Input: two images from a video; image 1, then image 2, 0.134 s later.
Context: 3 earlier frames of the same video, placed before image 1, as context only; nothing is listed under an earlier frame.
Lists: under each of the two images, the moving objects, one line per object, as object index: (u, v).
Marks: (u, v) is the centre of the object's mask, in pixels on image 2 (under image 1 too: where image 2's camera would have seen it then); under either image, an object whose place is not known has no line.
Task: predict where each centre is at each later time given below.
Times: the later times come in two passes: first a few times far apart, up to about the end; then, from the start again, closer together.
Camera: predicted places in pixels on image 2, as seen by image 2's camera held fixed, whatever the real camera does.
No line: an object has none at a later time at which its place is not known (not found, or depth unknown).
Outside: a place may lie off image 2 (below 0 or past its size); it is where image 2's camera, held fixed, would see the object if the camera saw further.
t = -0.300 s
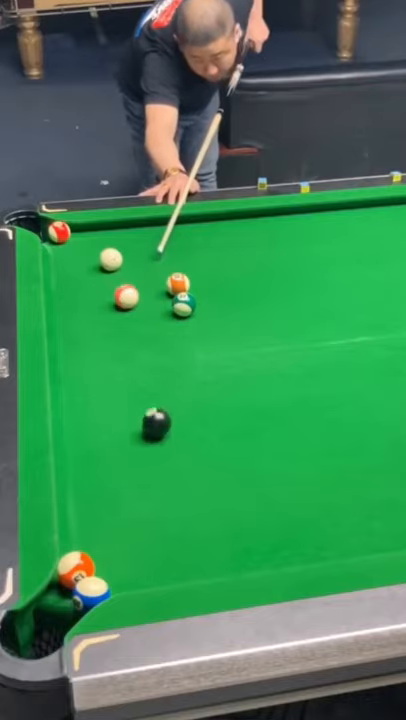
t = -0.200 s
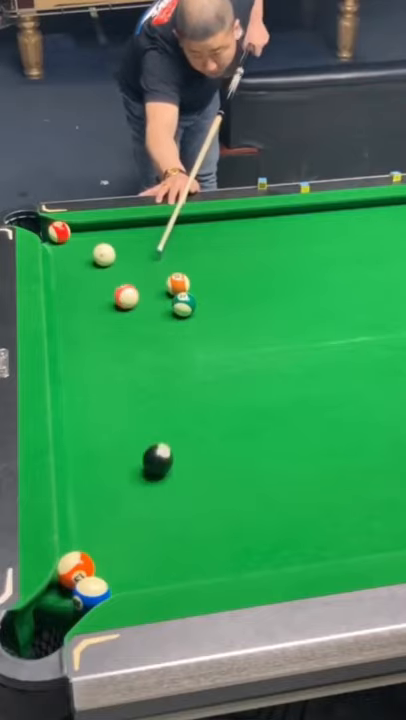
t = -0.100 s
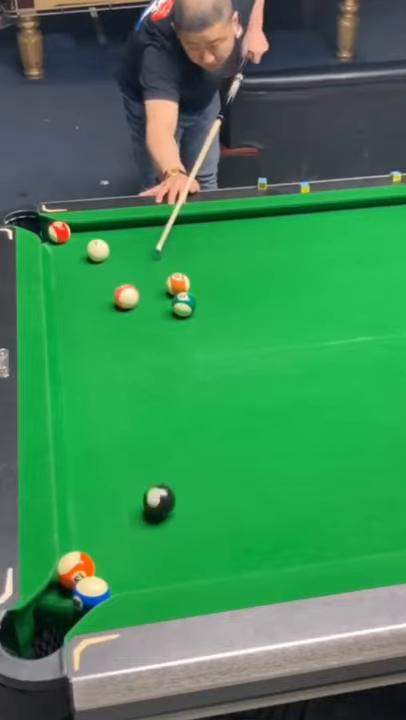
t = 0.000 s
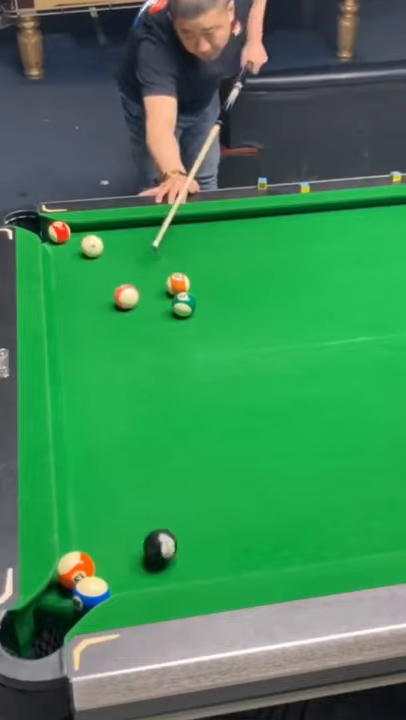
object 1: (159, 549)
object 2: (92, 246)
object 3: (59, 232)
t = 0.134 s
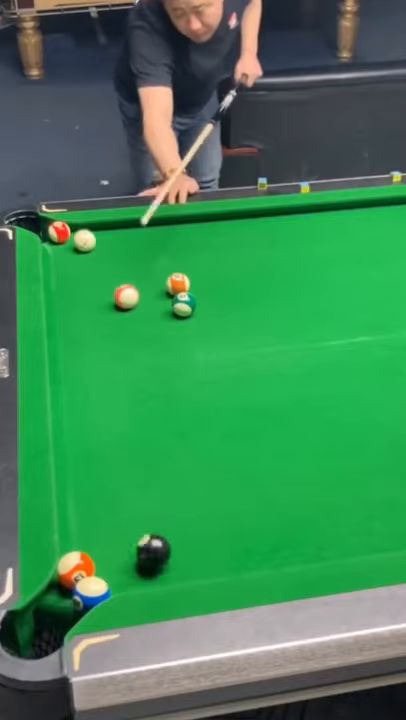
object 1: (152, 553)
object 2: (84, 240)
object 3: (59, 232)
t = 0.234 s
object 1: (143, 524)
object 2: (79, 236)
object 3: (59, 232)
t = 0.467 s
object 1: (123, 463)
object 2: (80, 231)
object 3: (50, 229)
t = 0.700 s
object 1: (107, 413)
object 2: (82, 231)
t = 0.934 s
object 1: (93, 370)
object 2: (83, 233)
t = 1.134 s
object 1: (83, 339)
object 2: (84, 234)
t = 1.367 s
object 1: (73, 308)
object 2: (84, 234)
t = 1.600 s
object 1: (64, 281)
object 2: (83, 234)
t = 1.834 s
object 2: (83, 234)
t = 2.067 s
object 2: (83, 234)
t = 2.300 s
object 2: (83, 234)
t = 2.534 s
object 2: (84, 234)
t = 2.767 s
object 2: (83, 234)
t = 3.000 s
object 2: (84, 234)
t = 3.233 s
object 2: (83, 234)
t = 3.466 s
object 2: (83, 234)
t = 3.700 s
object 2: (83, 234)
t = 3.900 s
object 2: (83, 234)
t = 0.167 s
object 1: (149, 544)
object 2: (83, 239)
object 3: (59, 232)
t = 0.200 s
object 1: (146, 534)
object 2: (81, 237)
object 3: (59, 232)
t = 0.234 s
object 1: (143, 524)
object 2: (79, 236)
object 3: (59, 232)
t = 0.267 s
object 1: (140, 514)
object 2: (79, 235)
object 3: (58, 232)
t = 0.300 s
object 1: (137, 505)
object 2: (78, 234)
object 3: (57, 231)
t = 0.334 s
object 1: (134, 496)
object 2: (79, 234)
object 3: (55, 231)
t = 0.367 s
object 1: (131, 488)
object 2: (79, 233)
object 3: (54, 230)
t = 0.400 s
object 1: (128, 479)
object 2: (79, 232)
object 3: (52, 230)
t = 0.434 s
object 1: (125, 471)
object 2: (80, 231)
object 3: (51, 229)
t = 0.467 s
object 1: (123, 463)
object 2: (80, 231)
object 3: (50, 229)
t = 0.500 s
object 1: (121, 455)
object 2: (80, 230)
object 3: (48, 229)
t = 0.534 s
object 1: (118, 447)
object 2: (80, 229)
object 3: (47, 229)
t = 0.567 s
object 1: (115, 440)
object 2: (81, 229)
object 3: (45, 229)
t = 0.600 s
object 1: (113, 433)
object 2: (81, 230)
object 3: (43, 230)
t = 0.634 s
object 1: (111, 426)
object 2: (81, 230)
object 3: (41, 232)
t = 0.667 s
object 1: (109, 419)
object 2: (82, 230)
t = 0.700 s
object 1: (107, 413)
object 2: (82, 231)
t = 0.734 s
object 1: (105, 406)
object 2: (82, 231)
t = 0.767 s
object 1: (103, 400)
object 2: (83, 231)
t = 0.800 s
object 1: (101, 394)
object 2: (83, 232)
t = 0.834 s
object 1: (99, 388)
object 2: (83, 232)
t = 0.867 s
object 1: (97, 382)
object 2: (83, 233)
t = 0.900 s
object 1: (95, 376)
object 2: (83, 232)
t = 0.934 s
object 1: (93, 370)
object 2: (83, 233)
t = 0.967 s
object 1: (91, 365)
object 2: (83, 233)
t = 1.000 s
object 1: (89, 360)
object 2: (84, 233)
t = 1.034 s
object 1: (88, 355)
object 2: (84, 234)
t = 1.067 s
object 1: (86, 349)
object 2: (84, 234)
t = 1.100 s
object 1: (85, 344)
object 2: (84, 234)
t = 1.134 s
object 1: (83, 339)
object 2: (84, 234)
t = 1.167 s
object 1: (82, 335)
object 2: (84, 234)
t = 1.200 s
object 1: (80, 330)
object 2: (84, 234)
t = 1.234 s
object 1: (78, 326)
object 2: (84, 234)
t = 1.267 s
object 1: (77, 321)
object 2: (84, 234)
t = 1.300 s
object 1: (76, 317)
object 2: (84, 234)
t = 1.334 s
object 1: (75, 312)
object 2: (83, 234)
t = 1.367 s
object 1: (73, 308)
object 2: (84, 234)
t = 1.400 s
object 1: (72, 304)
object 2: (83, 234)
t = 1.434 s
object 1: (70, 300)
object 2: (83, 234)
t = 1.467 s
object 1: (69, 296)
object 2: (83, 234)
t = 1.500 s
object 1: (68, 292)
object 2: (84, 234)
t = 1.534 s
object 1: (66, 288)
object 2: (83, 234)
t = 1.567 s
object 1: (65, 284)
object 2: (83, 234)
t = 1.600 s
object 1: (64, 281)
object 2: (83, 234)
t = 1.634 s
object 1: (63, 277)
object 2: (83, 234)
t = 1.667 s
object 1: (62, 274)
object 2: (83, 234)
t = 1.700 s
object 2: (83, 234)
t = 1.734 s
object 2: (83, 234)
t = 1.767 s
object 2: (84, 234)
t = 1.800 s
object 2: (83, 234)
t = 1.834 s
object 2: (83, 234)
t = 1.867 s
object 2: (83, 234)
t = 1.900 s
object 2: (83, 234)
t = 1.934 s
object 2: (83, 234)
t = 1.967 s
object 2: (83, 234)
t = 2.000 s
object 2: (83, 234)
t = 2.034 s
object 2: (83, 234)
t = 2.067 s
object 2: (83, 234)
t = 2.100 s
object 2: (83, 234)
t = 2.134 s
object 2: (83, 234)
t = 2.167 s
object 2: (83, 234)
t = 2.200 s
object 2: (83, 234)
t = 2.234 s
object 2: (83, 234)
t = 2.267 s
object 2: (83, 234)
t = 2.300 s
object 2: (83, 234)
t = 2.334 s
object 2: (84, 234)
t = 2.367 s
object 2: (84, 234)
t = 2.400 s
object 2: (83, 234)
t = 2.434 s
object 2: (83, 234)
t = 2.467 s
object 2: (83, 234)
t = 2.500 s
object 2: (83, 234)
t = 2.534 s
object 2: (84, 234)
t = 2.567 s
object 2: (84, 234)
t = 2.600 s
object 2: (83, 234)
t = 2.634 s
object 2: (83, 234)
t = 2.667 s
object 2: (84, 234)
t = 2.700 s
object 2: (83, 234)
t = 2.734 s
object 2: (83, 234)
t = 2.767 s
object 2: (83, 234)
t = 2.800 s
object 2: (84, 234)
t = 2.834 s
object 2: (83, 234)
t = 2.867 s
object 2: (84, 234)
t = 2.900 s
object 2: (83, 234)
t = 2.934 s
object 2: (83, 234)
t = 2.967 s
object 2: (83, 234)
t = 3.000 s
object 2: (84, 234)
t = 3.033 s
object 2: (84, 234)
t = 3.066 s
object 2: (83, 234)
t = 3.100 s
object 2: (83, 234)
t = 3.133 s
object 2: (83, 234)
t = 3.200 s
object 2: (83, 234)
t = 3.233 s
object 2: (83, 234)
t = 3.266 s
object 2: (83, 234)
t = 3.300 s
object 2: (83, 234)
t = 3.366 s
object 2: (83, 234)
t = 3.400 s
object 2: (83, 234)
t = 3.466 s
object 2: (83, 234)
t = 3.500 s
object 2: (83, 234)
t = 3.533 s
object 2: (83, 234)
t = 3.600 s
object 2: (83, 234)
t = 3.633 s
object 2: (83, 234)
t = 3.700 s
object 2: (83, 234)
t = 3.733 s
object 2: (83, 234)
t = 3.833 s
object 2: (83, 234)
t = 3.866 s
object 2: (83, 234)
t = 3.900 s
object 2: (83, 234)
